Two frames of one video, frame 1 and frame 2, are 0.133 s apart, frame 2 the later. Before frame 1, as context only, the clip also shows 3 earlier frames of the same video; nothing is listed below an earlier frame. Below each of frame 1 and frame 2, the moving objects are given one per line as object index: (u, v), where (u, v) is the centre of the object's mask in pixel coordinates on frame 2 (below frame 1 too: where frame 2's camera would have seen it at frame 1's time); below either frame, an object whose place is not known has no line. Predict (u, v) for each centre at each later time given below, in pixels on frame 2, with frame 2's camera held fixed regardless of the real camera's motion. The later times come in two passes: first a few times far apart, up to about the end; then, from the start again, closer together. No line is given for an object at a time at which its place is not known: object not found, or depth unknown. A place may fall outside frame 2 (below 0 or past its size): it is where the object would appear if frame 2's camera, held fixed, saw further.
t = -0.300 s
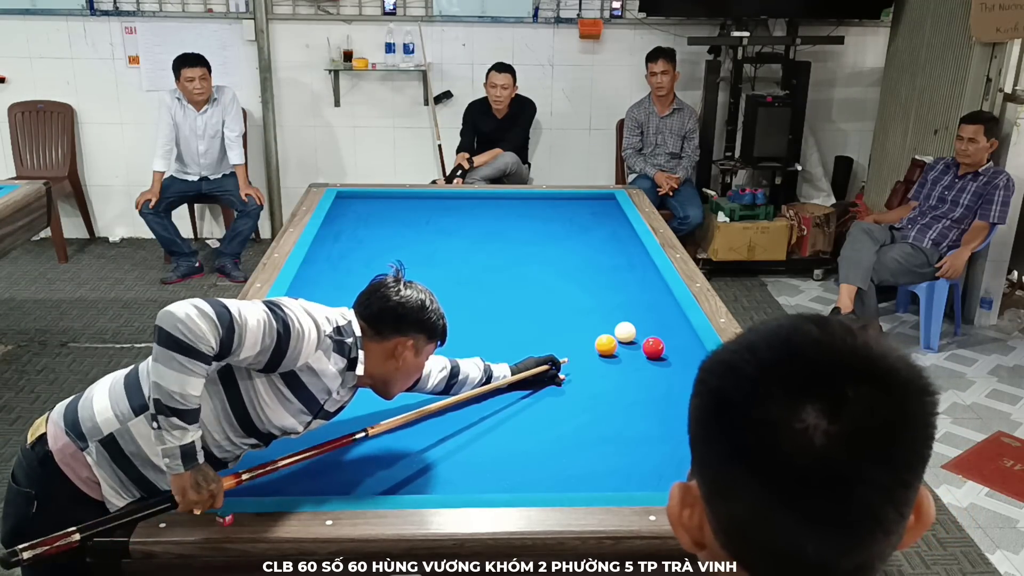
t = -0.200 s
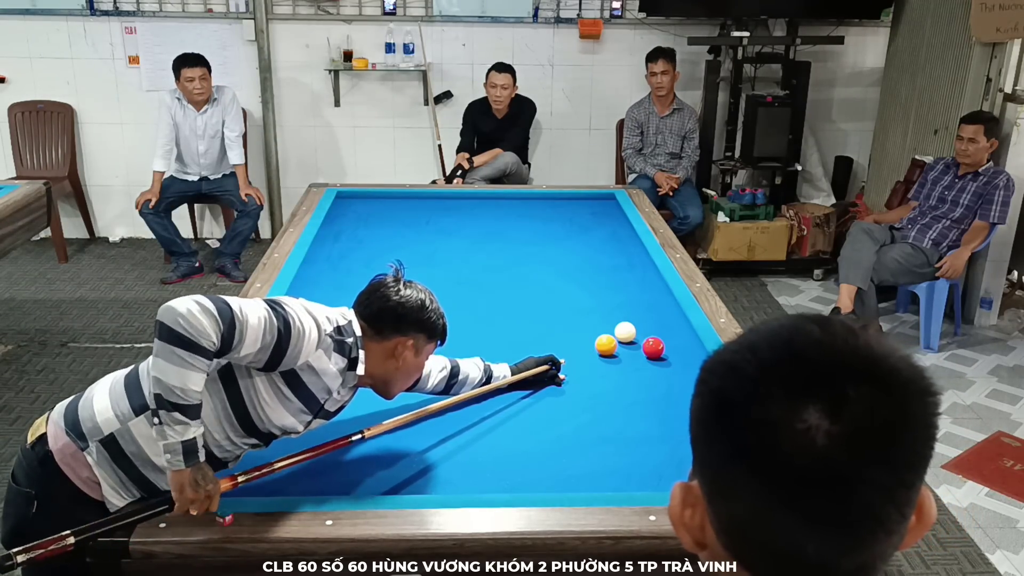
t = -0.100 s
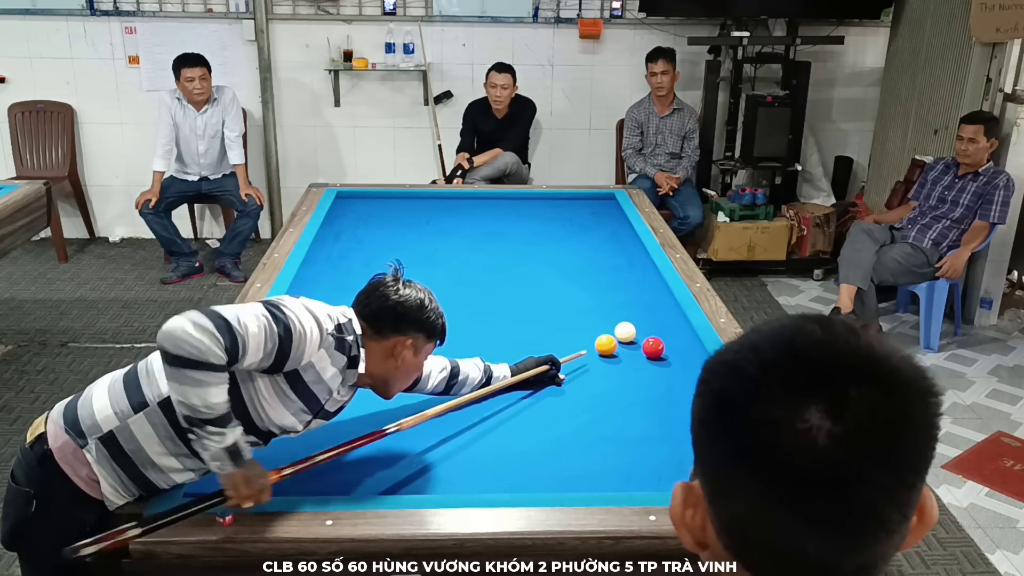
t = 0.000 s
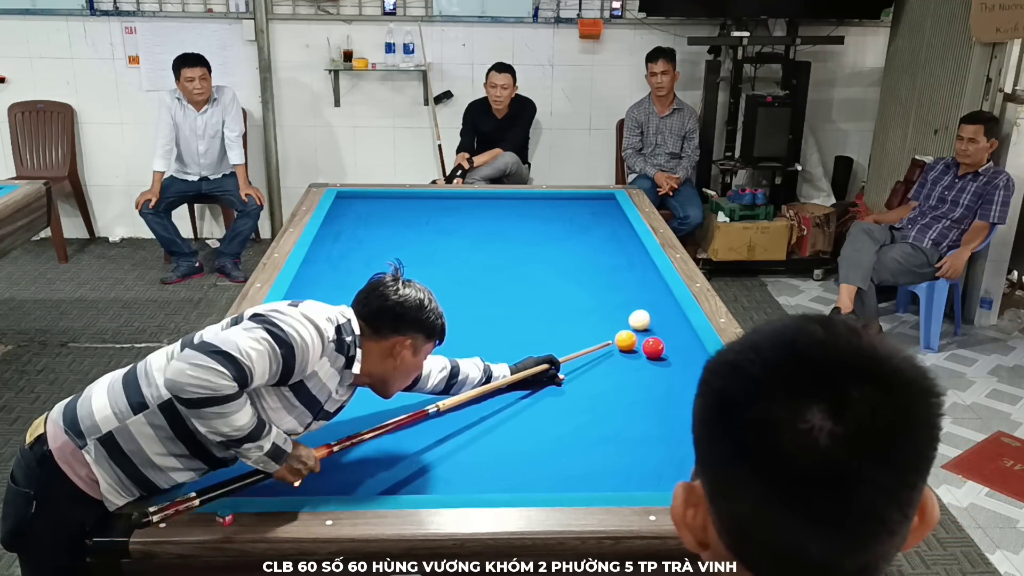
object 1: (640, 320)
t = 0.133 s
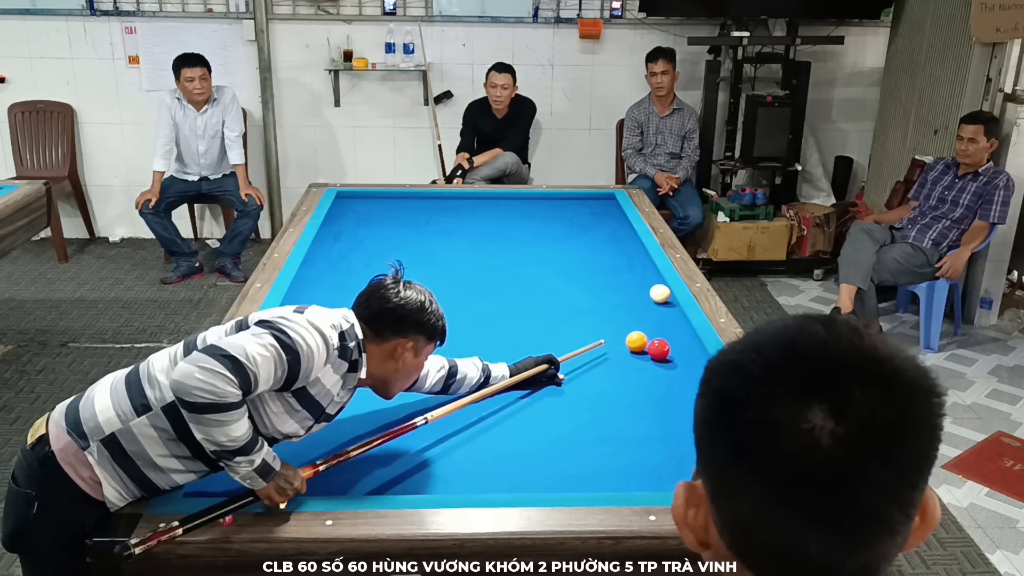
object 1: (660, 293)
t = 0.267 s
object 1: (620, 277)
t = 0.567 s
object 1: (559, 249)
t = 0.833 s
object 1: (514, 228)
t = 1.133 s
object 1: (471, 207)
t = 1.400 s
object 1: (438, 198)
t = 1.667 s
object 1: (407, 208)
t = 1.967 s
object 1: (370, 218)
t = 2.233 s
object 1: (335, 228)
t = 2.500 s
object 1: (334, 238)
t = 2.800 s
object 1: (350, 250)
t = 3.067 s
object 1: (364, 261)
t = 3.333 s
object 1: (379, 272)
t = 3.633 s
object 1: (397, 285)
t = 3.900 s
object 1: (413, 298)
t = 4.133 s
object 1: (428, 309)
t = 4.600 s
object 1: (460, 332)
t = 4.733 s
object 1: (469, 339)
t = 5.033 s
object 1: (491, 356)
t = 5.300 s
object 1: (511, 371)
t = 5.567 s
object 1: (532, 387)
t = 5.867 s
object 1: (556, 405)
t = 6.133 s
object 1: (578, 422)
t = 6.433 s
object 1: (604, 442)
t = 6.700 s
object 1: (628, 460)
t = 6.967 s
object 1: (652, 478)
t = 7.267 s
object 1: (672, 481)
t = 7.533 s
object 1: (682, 472)
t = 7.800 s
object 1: (691, 463)
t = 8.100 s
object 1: (700, 454)
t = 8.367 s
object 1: (707, 447)
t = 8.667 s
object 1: (714, 440)
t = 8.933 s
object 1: (719, 435)
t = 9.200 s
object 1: (724, 431)
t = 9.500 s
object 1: (728, 426)
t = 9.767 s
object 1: (730, 423)
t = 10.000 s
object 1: (732, 421)
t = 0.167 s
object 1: (649, 289)
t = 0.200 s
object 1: (638, 285)
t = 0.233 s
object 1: (629, 281)
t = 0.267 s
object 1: (620, 277)
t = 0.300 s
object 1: (612, 274)
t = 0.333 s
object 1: (605, 270)
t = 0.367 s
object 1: (598, 267)
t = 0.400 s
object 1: (591, 264)
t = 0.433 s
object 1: (584, 261)
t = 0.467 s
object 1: (578, 258)
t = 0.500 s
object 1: (571, 255)
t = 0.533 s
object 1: (565, 252)
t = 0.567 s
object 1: (559, 249)
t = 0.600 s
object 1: (553, 246)
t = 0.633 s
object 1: (547, 243)
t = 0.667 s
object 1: (541, 240)
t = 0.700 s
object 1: (536, 238)
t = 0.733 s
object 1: (530, 235)
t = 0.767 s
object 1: (524, 233)
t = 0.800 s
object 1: (519, 230)
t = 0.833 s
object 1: (514, 228)
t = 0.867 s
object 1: (509, 225)
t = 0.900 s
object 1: (504, 223)
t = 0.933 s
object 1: (499, 220)
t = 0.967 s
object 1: (494, 218)
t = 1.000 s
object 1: (489, 216)
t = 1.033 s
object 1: (484, 214)
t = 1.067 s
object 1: (480, 211)
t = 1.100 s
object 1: (475, 209)
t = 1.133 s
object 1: (471, 207)
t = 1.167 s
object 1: (466, 205)
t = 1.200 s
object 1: (462, 203)
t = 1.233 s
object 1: (458, 201)
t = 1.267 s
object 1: (454, 199)
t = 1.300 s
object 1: (449, 197)
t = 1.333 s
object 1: (446, 195)
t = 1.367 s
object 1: (442, 196)
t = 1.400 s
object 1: (438, 198)
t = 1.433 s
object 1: (434, 199)
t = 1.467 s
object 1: (430, 201)
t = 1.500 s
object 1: (426, 202)
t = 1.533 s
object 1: (423, 203)
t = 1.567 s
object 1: (419, 204)
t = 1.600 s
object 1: (415, 205)
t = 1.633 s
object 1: (411, 206)
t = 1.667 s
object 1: (407, 208)
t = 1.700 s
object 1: (403, 209)
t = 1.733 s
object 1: (399, 210)
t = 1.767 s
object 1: (395, 211)
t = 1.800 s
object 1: (391, 212)
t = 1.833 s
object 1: (387, 213)
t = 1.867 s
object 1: (383, 214)
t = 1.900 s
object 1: (378, 216)
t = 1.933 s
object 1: (374, 217)
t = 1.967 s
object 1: (370, 218)
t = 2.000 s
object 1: (366, 219)
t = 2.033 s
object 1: (361, 220)
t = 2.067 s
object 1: (357, 222)
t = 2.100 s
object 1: (353, 223)
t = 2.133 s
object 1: (348, 224)
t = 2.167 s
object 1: (344, 225)
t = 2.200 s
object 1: (340, 227)
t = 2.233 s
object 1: (335, 228)
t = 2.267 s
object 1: (331, 229)
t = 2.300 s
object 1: (326, 230)
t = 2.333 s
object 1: (326, 231)
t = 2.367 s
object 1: (328, 233)
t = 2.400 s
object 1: (330, 234)
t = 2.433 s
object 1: (331, 236)
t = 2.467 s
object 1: (333, 237)
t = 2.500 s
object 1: (334, 238)
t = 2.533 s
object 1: (336, 239)
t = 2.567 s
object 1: (338, 241)
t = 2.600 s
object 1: (340, 242)
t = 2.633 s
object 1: (341, 243)
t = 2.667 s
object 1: (343, 244)
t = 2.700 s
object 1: (345, 246)
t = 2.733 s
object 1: (346, 247)
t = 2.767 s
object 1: (348, 249)
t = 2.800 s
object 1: (350, 250)
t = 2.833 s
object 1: (352, 251)
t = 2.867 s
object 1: (354, 252)
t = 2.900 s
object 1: (355, 254)
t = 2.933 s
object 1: (357, 255)
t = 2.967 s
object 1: (359, 257)
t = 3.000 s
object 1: (361, 258)
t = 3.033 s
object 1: (363, 260)
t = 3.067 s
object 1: (364, 261)
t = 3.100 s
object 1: (366, 262)
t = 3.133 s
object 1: (368, 264)
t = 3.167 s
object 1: (370, 265)
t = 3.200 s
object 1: (372, 266)
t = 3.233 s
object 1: (374, 268)
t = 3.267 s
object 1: (376, 269)
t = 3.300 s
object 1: (378, 271)
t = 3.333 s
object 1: (379, 272)
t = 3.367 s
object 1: (381, 274)
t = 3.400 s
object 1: (383, 275)
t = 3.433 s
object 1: (385, 276)
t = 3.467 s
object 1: (387, 278)
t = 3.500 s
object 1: (389, 280)
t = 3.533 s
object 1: (391, 281)
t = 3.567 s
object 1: (393, 282)
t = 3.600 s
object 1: (395, 284)
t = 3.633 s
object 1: (397, 285)
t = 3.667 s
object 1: (399, 287)
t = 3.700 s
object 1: (401, 289)
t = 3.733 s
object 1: (403, 290)
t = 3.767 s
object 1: (405, 292)
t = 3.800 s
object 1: (407, 293)
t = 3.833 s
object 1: (409, 295)
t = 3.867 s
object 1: (411, 296)
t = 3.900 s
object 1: (413, 298)
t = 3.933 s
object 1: (416, 299)
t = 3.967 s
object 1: (418, 301)
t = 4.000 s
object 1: (420, 302)
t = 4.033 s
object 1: (422, 304)
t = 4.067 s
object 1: (424, 306)
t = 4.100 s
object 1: (426, 307)
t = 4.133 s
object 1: (428, 309)
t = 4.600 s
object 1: (460, 332)
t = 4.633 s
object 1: (462, 334)
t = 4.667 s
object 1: (464, 336)
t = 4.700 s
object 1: (467, 338)
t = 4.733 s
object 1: (469, 339)
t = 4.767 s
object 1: (471, 341)
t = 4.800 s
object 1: (474, 343)
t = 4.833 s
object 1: (476, 345)
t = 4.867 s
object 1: (479, 346)
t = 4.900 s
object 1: (481, 349)
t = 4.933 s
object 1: (484, 350)
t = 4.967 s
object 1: (486, 352)
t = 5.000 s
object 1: (488, 354)
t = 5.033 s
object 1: (491, 356)
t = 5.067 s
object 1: (493, 358)
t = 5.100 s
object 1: (496, 359)
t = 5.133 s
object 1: (498, 362)
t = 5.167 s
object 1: (501, 364)
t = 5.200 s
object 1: (503, 365)
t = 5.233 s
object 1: (506, 367)
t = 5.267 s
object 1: (508, 369)
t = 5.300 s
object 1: (511, 371)
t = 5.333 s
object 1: (513, 373)
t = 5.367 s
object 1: (516, 375)
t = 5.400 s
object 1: (519, 377)
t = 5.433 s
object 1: (521, 379)
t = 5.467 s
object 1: (523, 381)
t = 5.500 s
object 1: (526, 383)
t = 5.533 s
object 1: (529, 385)
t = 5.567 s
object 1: (532, 387)
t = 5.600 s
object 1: (534, 389)
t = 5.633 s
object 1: (537, 391)
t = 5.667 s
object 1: (540, 393)
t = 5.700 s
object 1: (542, 395)
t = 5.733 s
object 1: (545, 397)
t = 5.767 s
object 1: (548, 399)
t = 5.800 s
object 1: (550, 400)
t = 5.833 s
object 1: (553, 403)
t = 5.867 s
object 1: (556, 405)
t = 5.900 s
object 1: (559, 407)
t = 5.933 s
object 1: (561, 409)
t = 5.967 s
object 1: (564, 411)
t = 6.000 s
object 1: (567, 413)
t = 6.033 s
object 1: (570, 415)
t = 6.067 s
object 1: (572, 417)
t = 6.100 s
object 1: (575, 420)
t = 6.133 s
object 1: (578, 422)
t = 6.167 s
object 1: (581, 424)
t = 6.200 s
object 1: (584, 426)
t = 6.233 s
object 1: (587, 428)
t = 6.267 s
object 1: (589, 430)
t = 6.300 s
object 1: (592, 433)
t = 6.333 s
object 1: (595, 435)
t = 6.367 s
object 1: (598, 437)
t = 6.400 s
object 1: (601, 439)
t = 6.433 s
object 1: (604, 442)
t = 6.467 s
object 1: (607, 444)
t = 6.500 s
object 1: (610, 446)
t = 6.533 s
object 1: (613, 448)
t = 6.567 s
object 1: (616, 450)
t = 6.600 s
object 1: (619, 453)
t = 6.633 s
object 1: (622, 455)
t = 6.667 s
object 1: (625, 457)
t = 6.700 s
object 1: (628, 460)
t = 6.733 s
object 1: (631, 462)
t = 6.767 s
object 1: (634, 464)
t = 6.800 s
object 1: (636, 467)
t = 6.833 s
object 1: (640, 469)
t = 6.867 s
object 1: (643, 471)
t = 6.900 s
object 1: (646, 474)
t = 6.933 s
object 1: (648, 476)
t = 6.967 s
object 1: (652, 478)
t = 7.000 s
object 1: (655, 479)
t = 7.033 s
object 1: (658, 481)
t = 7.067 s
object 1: (661, 483)
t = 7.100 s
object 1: (664, 484)
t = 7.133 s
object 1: (666, 484)
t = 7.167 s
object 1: (667, 483)
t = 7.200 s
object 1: (669, 482)
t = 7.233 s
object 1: (670, 482)
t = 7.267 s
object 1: (672, 481)
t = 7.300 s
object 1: (673, 480)
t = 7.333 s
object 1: (674, 479)
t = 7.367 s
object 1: (676, 478)
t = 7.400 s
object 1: (677, 477)
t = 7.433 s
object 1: (678, 476)
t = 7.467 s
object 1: (680, 475)
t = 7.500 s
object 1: (681, 474)
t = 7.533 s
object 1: (682, 472)
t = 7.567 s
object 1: (683, 471)
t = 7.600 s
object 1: (684, 470)
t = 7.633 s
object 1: (686, 469)
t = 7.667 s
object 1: (687, 468)
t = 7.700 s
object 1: (688, 466)
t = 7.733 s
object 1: (689, 465)
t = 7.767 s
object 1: (690, 464)
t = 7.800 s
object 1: (691, 463)
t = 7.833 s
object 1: (692, 462)
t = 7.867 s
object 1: (693, 461)
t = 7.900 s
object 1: (694, 460)
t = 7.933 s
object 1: (695, 459)
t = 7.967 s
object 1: (696, 458)
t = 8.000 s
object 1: (697, 457)
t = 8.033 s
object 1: (698, 456)
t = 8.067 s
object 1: (699, 455)
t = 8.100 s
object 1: (700, 454)
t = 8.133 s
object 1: (701, 453)
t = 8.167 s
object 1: (702, 452)
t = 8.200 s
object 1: (703, 451)
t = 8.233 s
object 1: (704, 451)
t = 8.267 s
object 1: (705, 450)
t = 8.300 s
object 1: (705, 449)
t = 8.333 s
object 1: (706, 448)
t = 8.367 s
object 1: (707, 447)
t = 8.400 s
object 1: (708, 446)
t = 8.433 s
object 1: (709, 446)
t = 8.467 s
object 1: (709, 445)
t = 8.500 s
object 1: (710, 444)
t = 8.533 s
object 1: (711, 443)
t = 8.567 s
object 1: (712, 442)
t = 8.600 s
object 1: (712, 442)
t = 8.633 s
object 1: (713, 441)
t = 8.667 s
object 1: (714, 440)
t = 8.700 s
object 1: (715, 440)
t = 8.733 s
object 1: (715, 439)
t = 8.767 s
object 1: (716, 438)
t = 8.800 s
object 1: (717, 438)
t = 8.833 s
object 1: (717, 437)
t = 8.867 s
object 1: (718, 436)
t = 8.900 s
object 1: (719, 436)
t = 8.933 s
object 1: (719, 435)
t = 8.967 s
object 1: (720, 435)
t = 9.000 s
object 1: (720, 434)
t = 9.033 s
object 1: (721, 434)
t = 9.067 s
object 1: (721, 433)
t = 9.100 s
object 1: (722, 432)
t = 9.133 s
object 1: (723, 432)
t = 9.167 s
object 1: (723, 431)
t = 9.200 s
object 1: (724, 431)
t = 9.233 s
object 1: (724, 430)
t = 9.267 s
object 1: (724, 430)
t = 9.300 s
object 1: (725, 429)
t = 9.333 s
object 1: (725, 429)
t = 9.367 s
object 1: (726, 428)
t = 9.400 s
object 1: (726, 428)
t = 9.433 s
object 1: (727, 427)
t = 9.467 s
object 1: (727, 427)
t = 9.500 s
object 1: (728, 426)
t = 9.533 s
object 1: (728, 426)
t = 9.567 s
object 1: (728, 426)
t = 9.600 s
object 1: (728, 425)
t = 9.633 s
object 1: (729, 425)
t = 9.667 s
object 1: (729, 424)
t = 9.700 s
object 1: (730, 424)
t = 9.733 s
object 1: (730, 424)
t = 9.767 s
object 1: (730, 423)
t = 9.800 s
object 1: (730, 423)
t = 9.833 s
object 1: (731, 423)
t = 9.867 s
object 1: (731, 422)
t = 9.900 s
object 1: (731, 422)
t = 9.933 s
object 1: (731, 422)
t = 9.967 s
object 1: (732, 422)
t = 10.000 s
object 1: (732, 421)
